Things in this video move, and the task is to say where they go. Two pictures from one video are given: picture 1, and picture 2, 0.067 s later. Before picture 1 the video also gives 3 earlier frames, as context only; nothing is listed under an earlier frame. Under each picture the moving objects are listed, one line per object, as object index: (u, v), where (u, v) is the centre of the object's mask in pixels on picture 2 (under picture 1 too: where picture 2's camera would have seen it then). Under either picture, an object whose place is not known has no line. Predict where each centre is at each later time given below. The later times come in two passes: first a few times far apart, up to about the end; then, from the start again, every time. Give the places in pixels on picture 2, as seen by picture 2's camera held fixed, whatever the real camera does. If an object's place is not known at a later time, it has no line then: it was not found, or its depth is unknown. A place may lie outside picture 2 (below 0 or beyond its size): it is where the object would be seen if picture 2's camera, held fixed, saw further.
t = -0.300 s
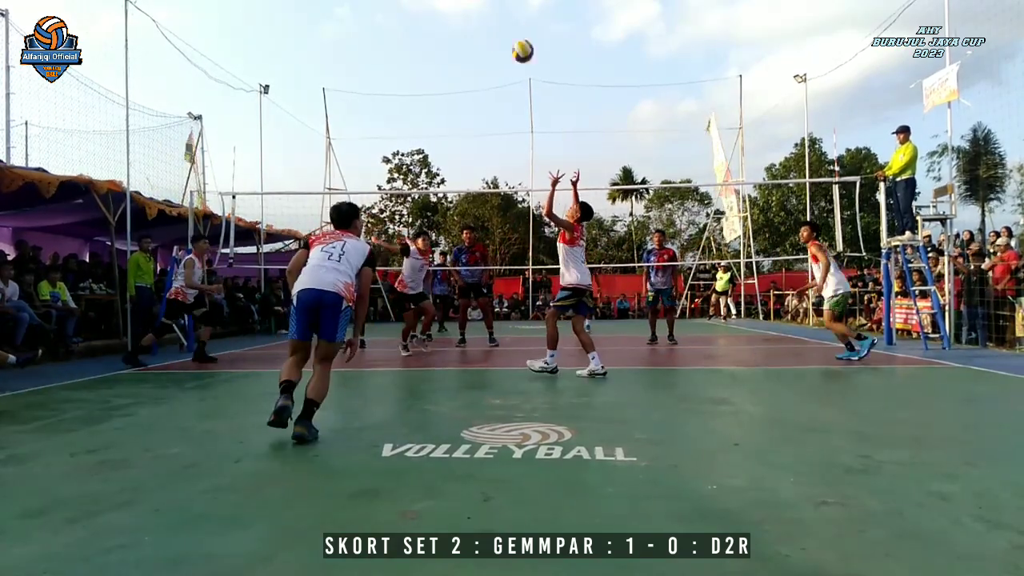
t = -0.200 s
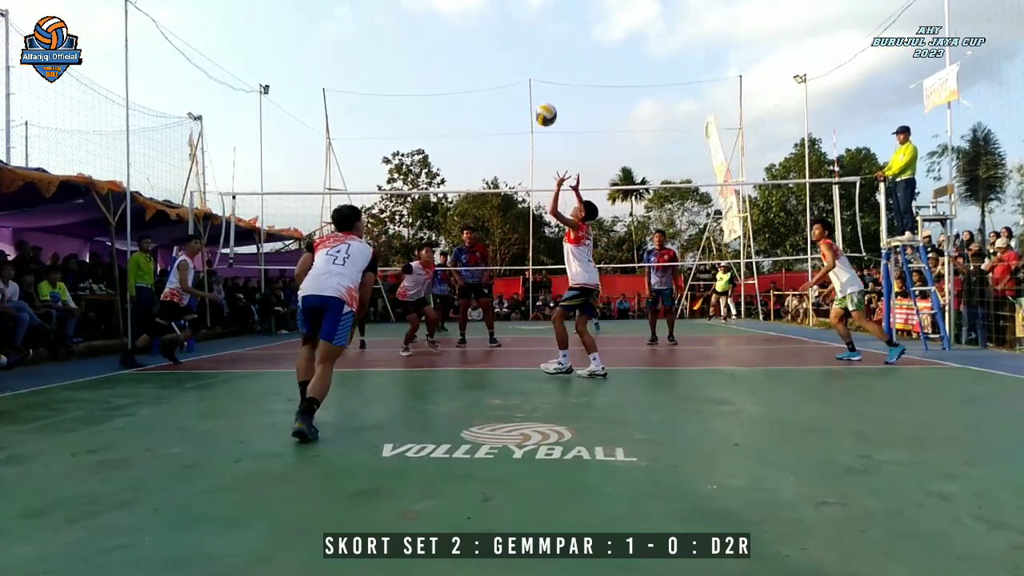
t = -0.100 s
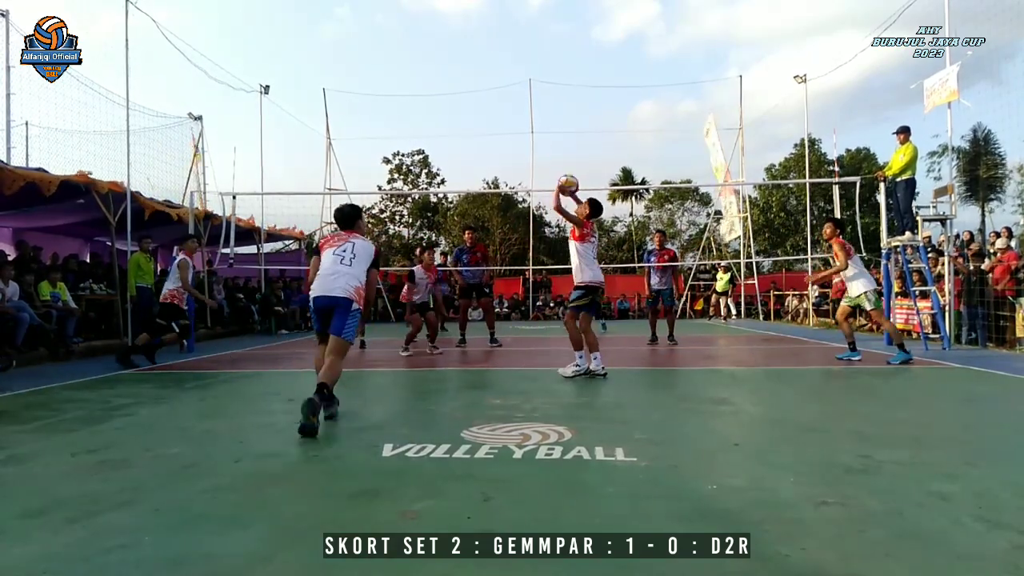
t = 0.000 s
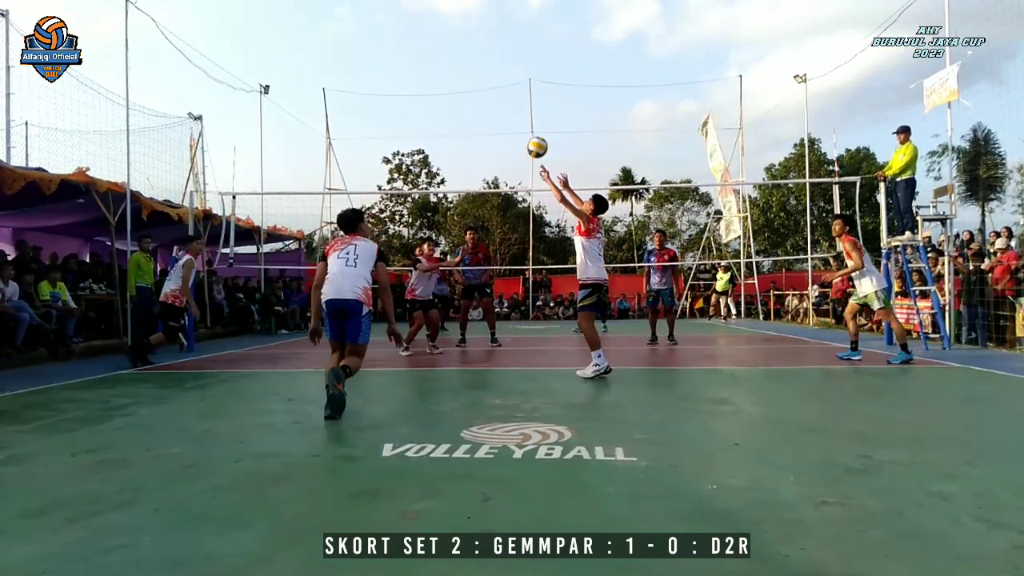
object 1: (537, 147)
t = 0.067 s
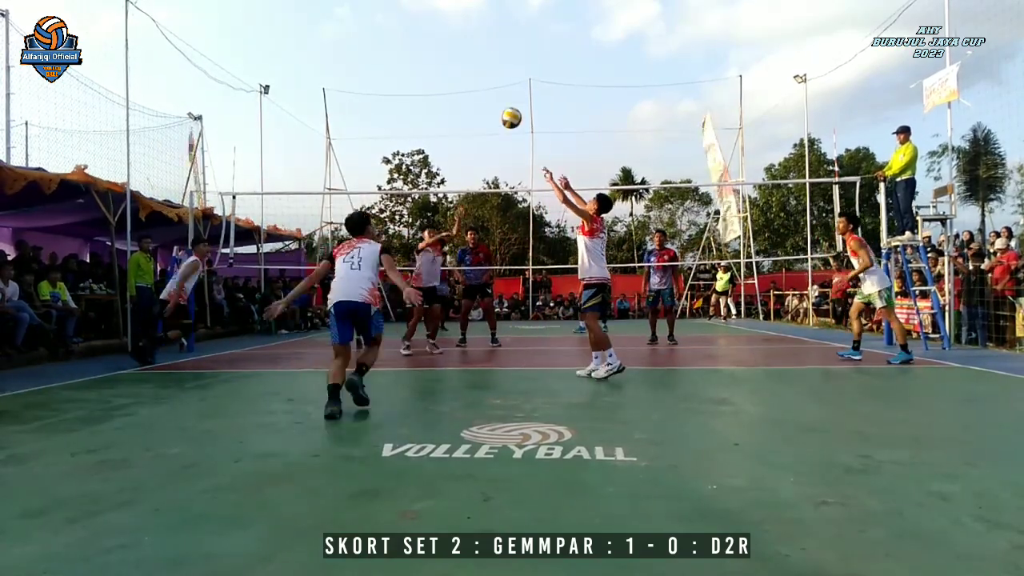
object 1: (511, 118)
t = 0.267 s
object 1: (439, 61)
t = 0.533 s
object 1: (357, 47)
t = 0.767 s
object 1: (296, 81)
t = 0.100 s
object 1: (498, 105)
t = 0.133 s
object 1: (486, 94)
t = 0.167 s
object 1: (474, 84)
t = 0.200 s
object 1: (462, 75)
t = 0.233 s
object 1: (451, 67)
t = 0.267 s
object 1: (439, 61)
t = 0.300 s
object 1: (428, 55)
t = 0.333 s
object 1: (417, 51)
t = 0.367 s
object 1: (407, 48)
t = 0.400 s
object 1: (396, 46)
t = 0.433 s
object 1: (386, 45)
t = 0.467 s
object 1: (377, 45)
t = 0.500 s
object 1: (367, 45)
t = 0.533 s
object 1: (357, 47)
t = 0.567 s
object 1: (348, 49)
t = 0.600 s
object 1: (339, 53)
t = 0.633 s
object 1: (330, 57)
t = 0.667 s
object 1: (322, 62)
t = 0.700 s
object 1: (313, 67)
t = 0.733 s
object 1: (305, 74)
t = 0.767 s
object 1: (296, 81)
